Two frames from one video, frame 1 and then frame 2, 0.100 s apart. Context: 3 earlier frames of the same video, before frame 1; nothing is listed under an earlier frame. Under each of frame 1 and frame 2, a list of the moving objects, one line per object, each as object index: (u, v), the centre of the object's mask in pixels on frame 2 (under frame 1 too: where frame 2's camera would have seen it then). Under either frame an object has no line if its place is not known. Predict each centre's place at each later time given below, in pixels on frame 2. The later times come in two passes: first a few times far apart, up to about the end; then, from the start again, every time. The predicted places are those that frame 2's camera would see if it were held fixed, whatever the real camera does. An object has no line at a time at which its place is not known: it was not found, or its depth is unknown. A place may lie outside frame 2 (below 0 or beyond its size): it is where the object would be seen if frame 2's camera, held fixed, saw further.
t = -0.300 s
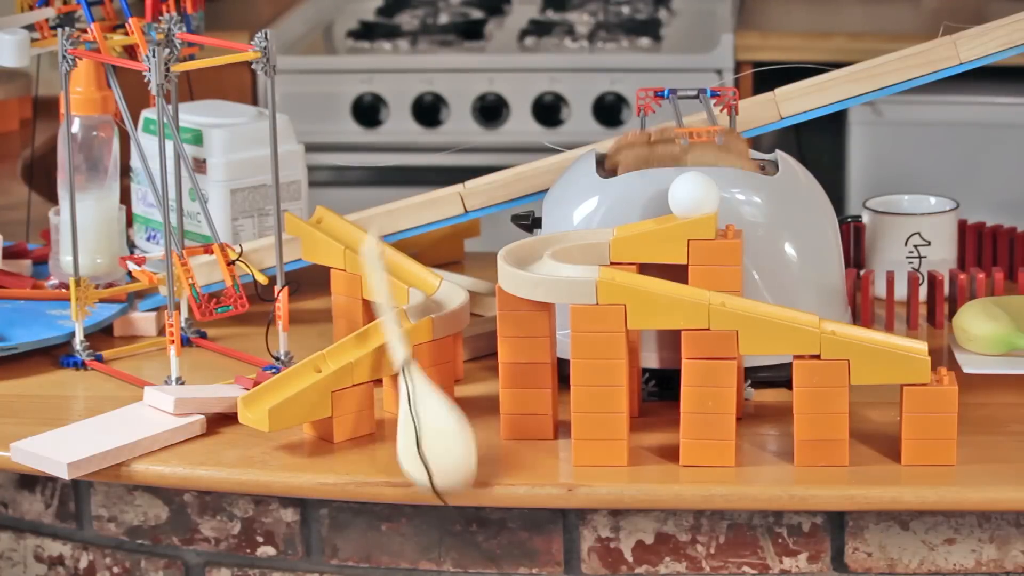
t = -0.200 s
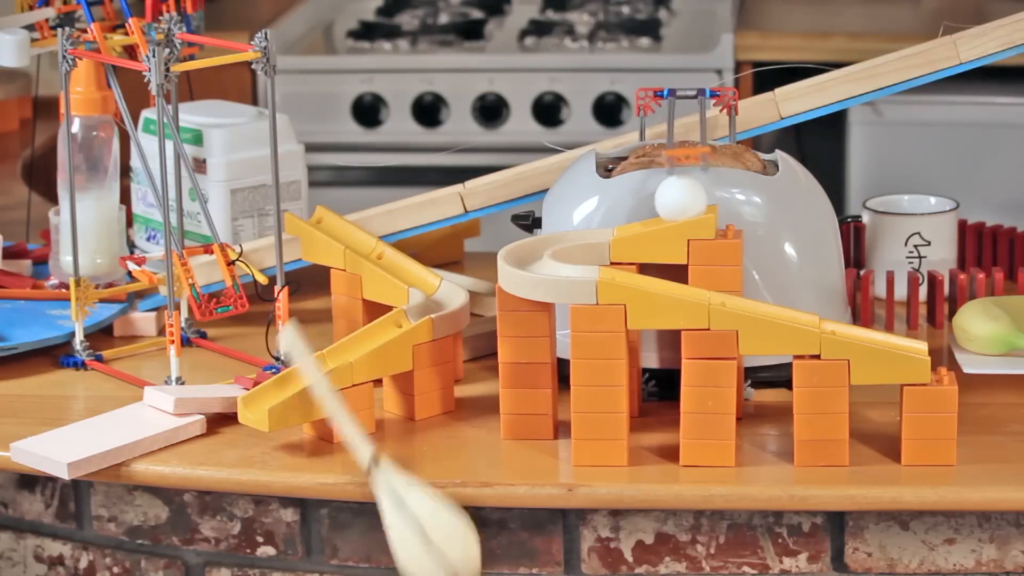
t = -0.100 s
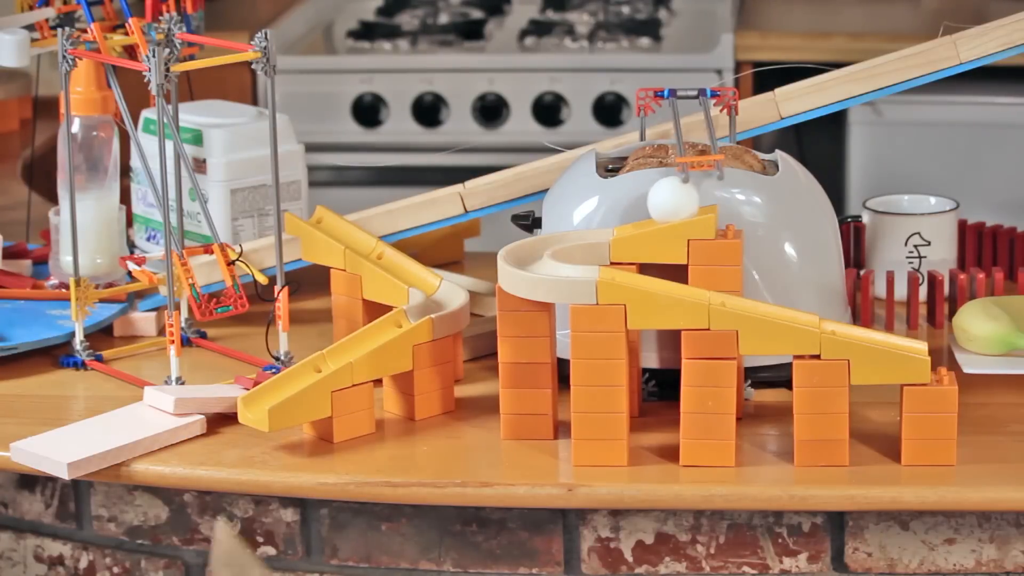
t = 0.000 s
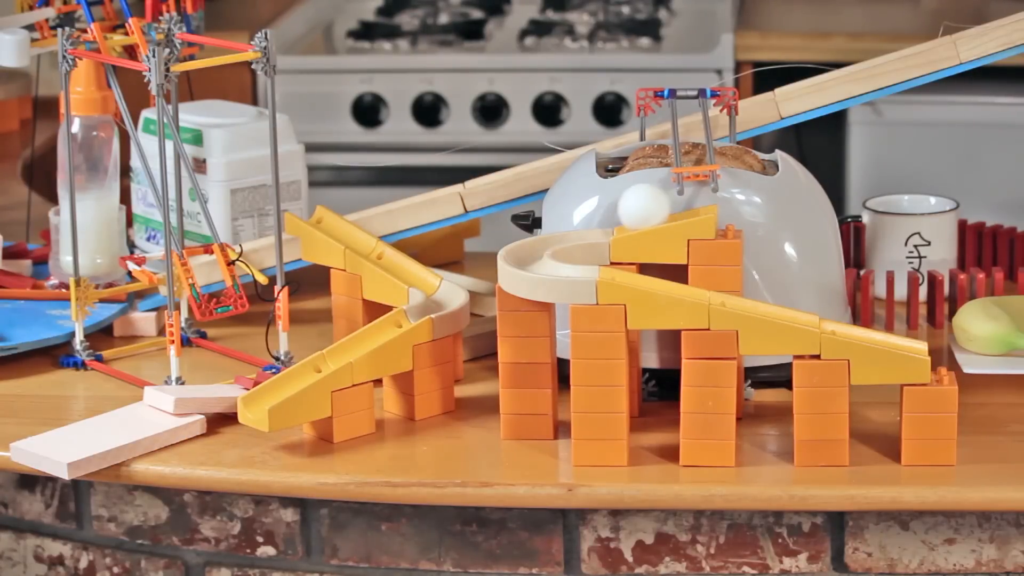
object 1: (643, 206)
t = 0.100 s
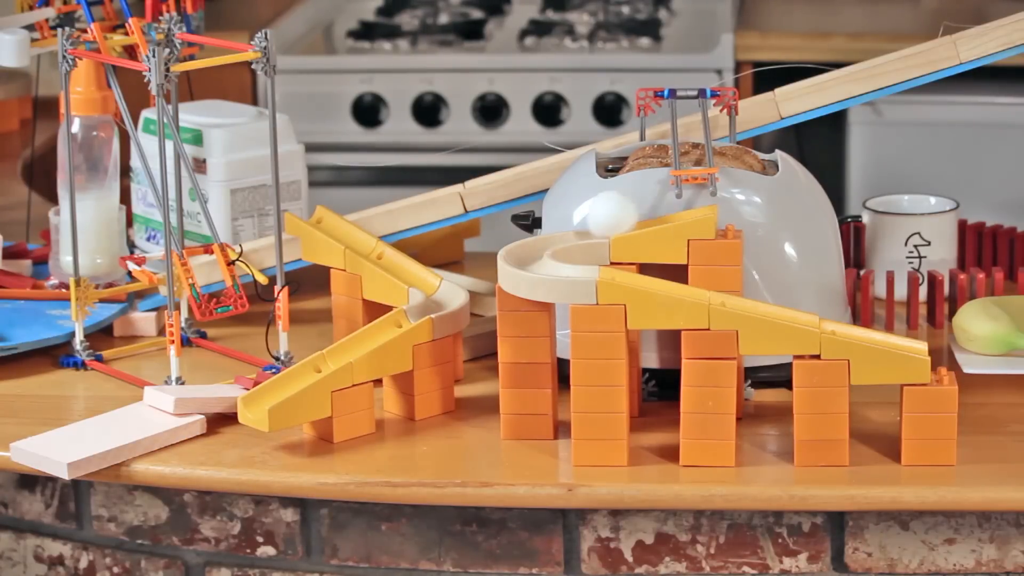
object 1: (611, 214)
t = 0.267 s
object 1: (551, 224)
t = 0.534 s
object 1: (528, 245)
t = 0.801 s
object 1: (600, 254)
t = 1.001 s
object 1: (684, 272)
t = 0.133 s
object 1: (599, 217)
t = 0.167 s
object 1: (586, 218)
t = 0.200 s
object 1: (574, 220)
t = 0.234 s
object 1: (561, 222)
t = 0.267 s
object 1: (551, 224)
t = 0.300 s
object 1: (542, 226)
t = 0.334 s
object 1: (535, 229)
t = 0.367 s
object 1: (529, 231)
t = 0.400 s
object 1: (526, 234)
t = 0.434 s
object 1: (524, 237)
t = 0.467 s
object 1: (523, 240)
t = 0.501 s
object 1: (525, 242)
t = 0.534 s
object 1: (528, 245)
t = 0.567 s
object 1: (533, 247)
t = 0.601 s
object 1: (539, 249)
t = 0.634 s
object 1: (547, 251)
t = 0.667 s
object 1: (556, 252)
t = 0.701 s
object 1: (566, 253)
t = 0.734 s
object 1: (577, 254)
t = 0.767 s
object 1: (588, 254)
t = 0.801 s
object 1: (600, 254)
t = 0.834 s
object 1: (611, 255)
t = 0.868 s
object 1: (624, 258)
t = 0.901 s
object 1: (637, 261)
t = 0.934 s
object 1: (651, 264)
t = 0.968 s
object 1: (667, 268)
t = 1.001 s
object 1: (684, 272)
